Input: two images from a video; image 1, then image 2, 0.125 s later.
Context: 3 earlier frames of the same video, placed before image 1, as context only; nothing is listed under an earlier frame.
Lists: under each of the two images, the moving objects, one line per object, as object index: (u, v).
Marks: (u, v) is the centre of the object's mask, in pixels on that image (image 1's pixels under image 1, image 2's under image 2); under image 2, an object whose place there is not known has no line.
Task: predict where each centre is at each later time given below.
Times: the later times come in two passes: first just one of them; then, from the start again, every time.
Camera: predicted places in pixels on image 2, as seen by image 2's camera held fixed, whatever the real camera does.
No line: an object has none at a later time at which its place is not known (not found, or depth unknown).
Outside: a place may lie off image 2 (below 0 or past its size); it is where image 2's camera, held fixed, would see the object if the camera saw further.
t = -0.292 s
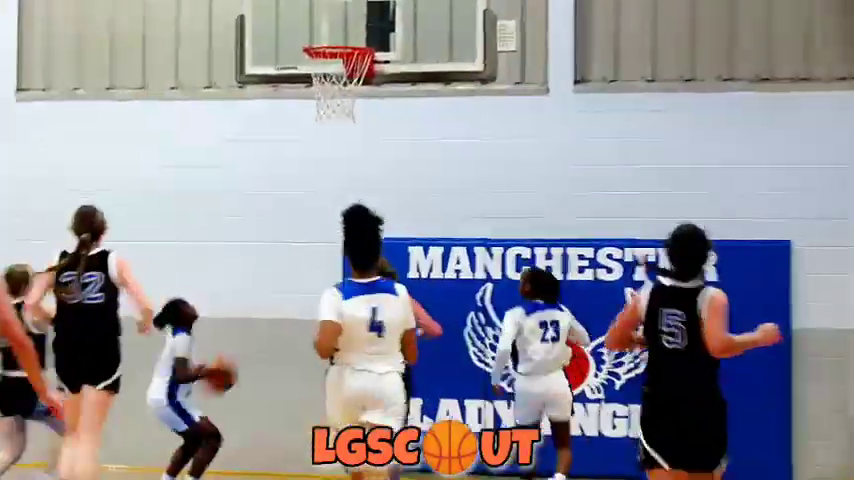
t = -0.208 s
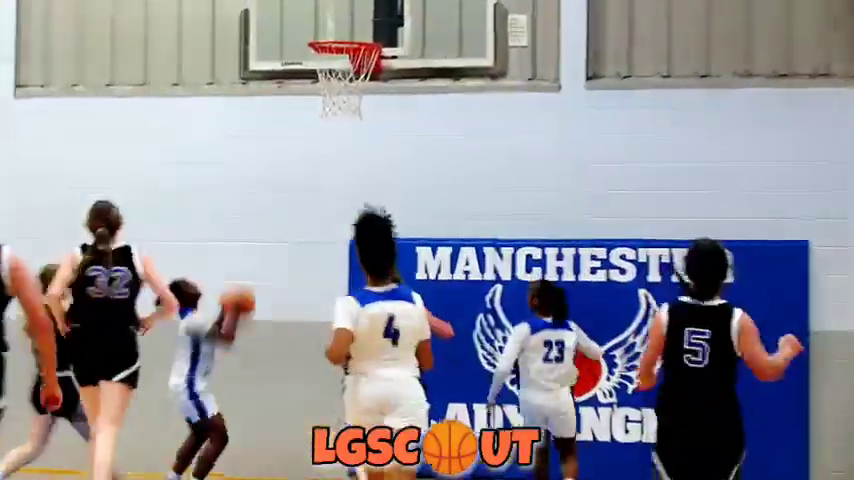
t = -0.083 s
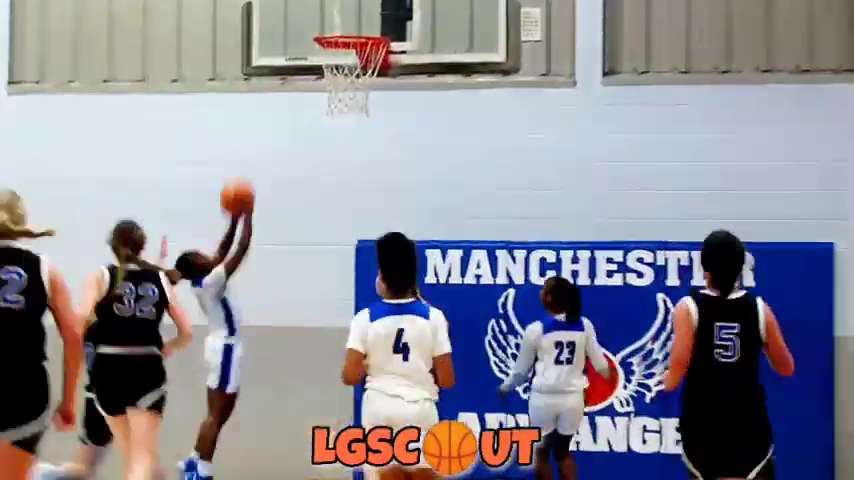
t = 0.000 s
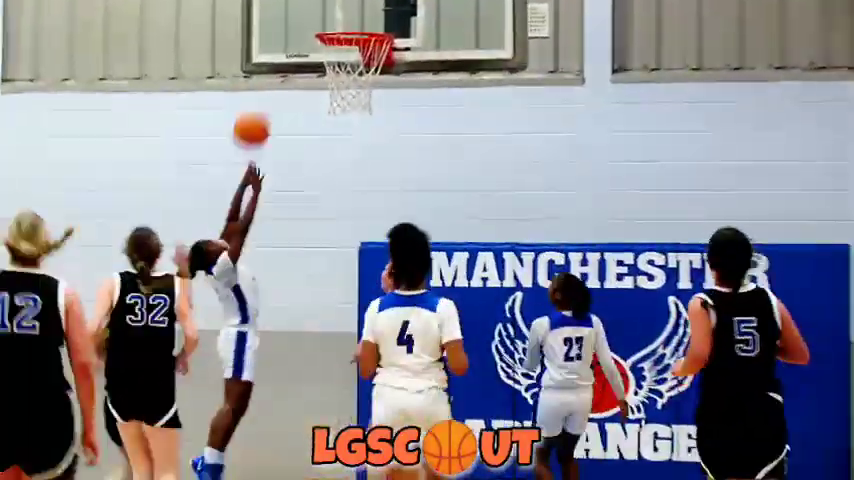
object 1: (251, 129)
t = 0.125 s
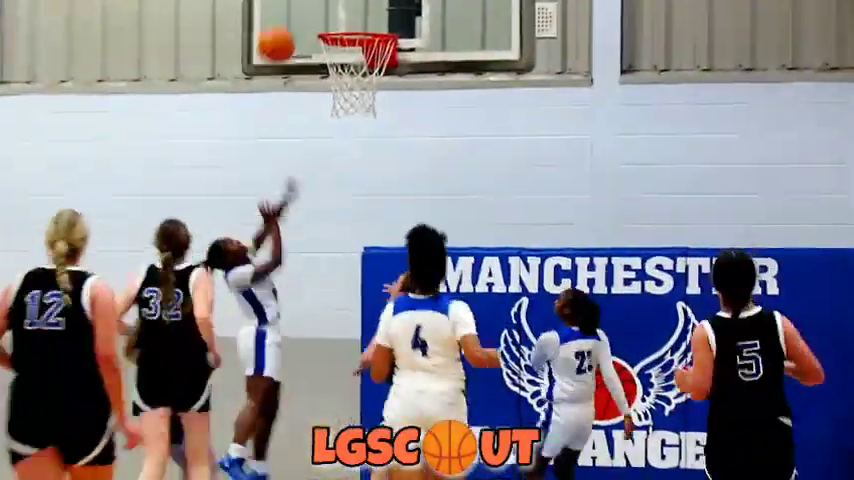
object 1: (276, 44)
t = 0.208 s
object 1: (291, 5)
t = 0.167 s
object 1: (284, 21)
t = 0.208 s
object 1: (291, 5)
